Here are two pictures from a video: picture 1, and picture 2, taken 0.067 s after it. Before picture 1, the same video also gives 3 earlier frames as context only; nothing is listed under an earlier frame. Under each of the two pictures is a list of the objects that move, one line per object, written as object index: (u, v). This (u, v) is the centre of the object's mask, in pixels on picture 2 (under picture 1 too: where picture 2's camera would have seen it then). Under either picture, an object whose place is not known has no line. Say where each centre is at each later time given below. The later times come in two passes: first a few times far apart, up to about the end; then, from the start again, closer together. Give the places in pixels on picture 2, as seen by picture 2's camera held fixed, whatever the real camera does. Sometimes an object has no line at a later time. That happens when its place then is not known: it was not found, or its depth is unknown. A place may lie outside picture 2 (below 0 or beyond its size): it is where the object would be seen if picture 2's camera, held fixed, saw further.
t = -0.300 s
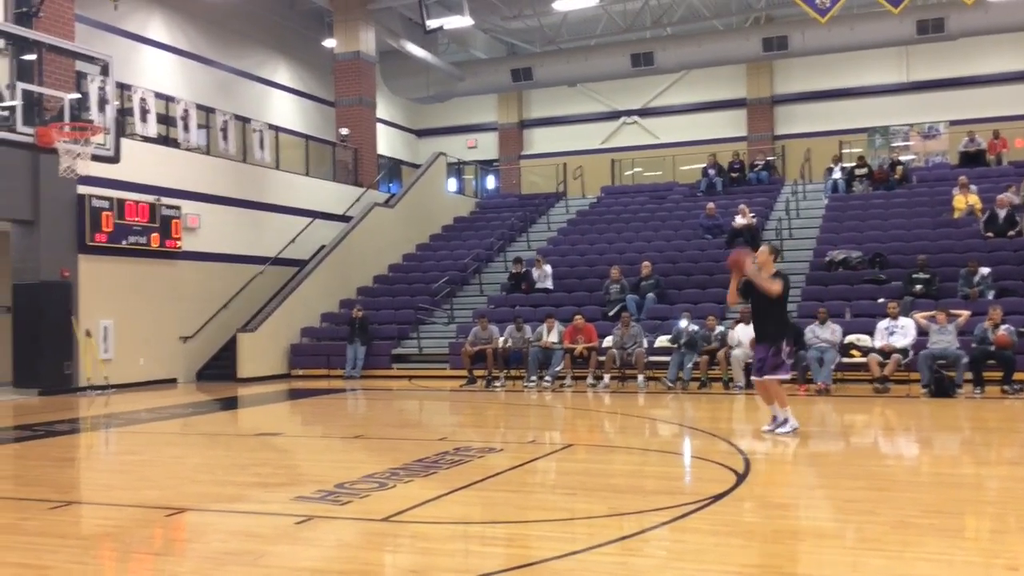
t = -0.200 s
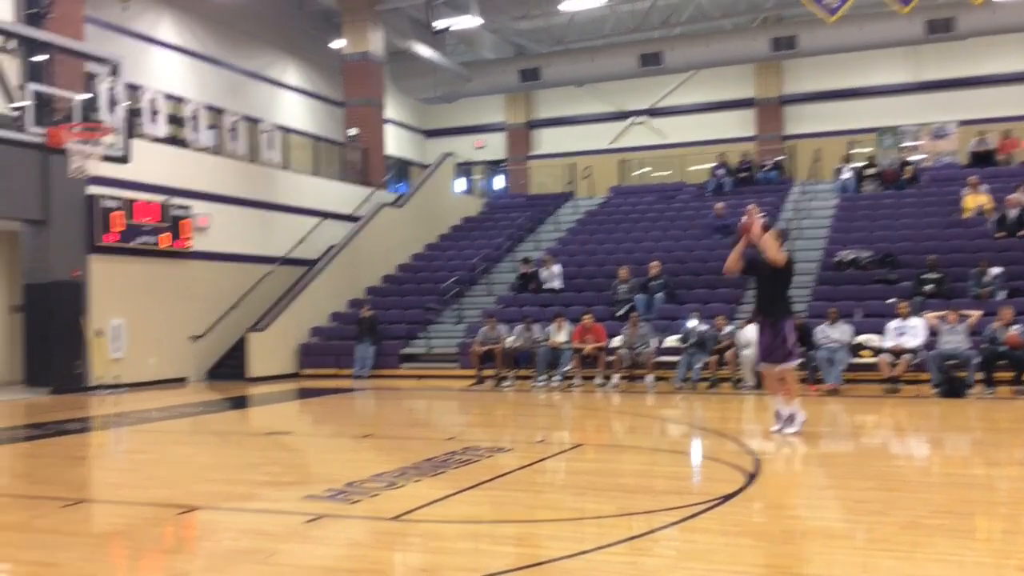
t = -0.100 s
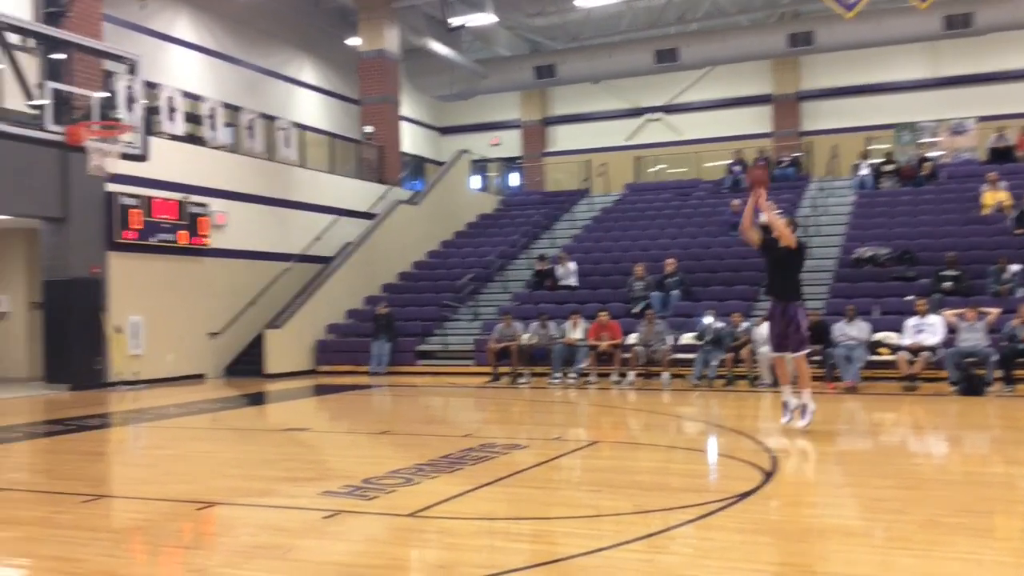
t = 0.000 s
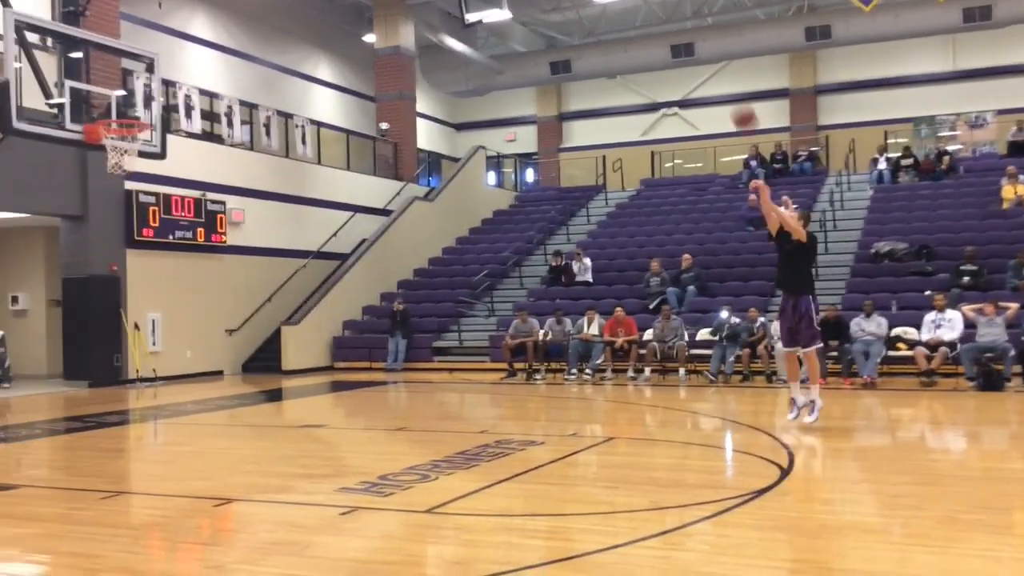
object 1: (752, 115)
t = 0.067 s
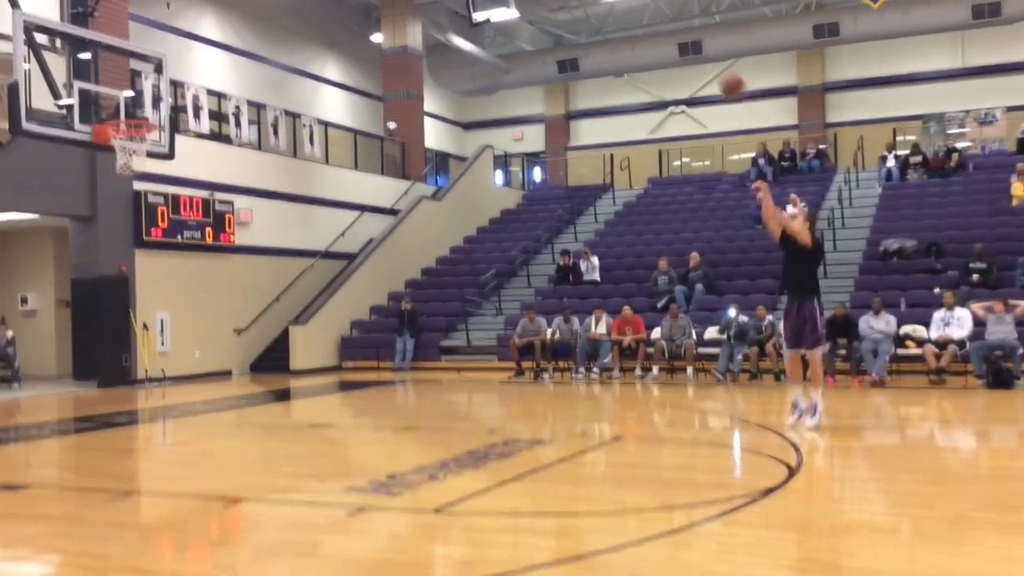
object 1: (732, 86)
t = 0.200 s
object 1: (693, 37)
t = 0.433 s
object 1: (623, -9)
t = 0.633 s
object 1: (564, -7)
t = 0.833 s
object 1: (505, 39)
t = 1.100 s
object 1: (426, 162)
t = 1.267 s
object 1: (378, 277)
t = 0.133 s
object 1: (713, 60)
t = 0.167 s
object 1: (702, 48)
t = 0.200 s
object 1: (693, 37)
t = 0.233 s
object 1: (683, 27)
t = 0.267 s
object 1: (672, 18)
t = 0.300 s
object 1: (663, 11)
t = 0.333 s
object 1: (653, 5)
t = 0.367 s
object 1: (643, 0)
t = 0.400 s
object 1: (633, -5)
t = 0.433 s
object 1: (623, -9)
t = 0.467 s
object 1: (613, -12)
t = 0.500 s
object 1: (603, -14)
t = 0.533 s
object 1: (593, -13)
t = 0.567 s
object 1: (583, -12)
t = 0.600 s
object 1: (574, -10)
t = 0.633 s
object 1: (564, -7)
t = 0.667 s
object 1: (554, -2)
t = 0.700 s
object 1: (544, 4)
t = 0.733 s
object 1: (534, 11)
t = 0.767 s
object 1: (525, 19)
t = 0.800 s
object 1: (515, 29)
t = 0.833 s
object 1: (505, 39)
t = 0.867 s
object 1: (496, 50)
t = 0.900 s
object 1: (485, 62)
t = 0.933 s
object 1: (476, 76)
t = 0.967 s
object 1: (466, 92)
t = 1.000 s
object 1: (458, 106)
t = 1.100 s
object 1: (426, 162)
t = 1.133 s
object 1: (417, 181)
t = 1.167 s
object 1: (409, 205)
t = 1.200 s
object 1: (399, 228)
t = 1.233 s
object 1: (389, 254)
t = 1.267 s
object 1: (378, 277)
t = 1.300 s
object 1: (368, 303)
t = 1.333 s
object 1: (360, 333)
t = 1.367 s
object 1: (350, 358)
